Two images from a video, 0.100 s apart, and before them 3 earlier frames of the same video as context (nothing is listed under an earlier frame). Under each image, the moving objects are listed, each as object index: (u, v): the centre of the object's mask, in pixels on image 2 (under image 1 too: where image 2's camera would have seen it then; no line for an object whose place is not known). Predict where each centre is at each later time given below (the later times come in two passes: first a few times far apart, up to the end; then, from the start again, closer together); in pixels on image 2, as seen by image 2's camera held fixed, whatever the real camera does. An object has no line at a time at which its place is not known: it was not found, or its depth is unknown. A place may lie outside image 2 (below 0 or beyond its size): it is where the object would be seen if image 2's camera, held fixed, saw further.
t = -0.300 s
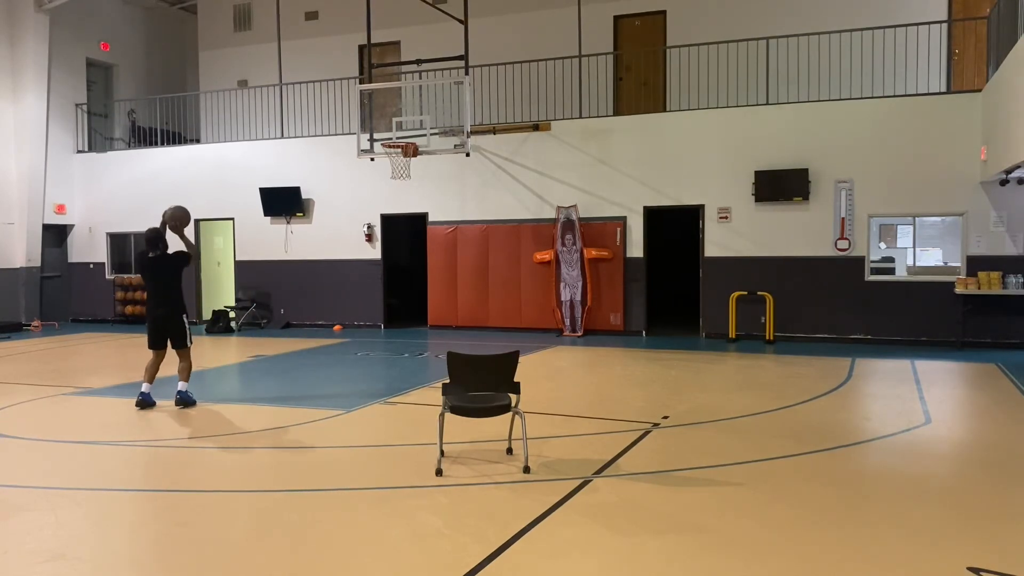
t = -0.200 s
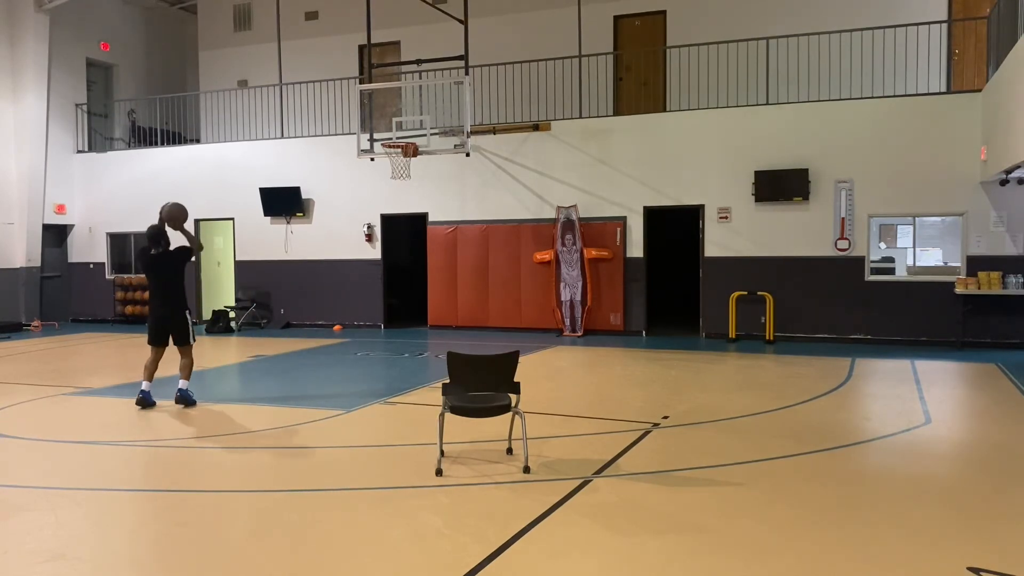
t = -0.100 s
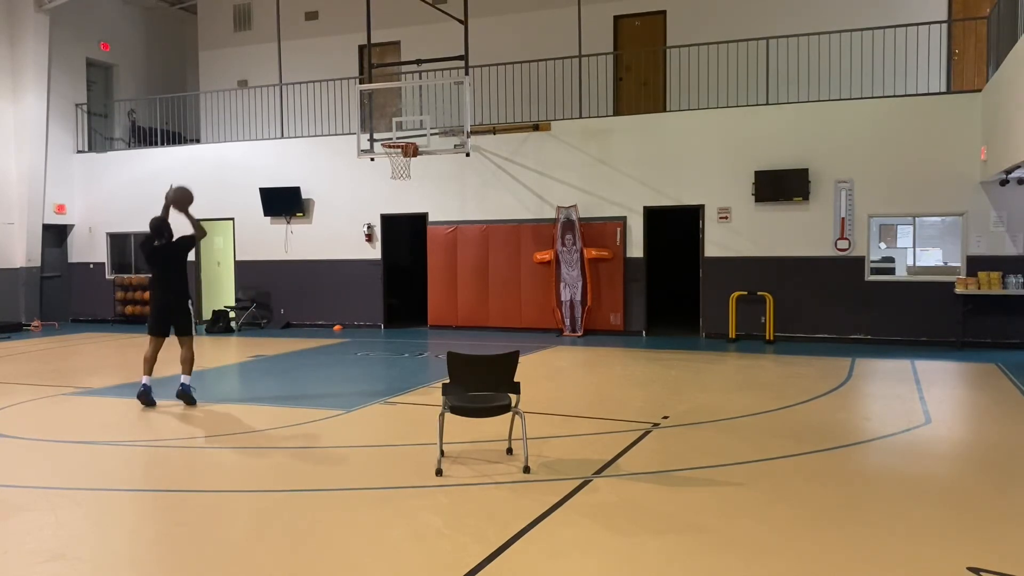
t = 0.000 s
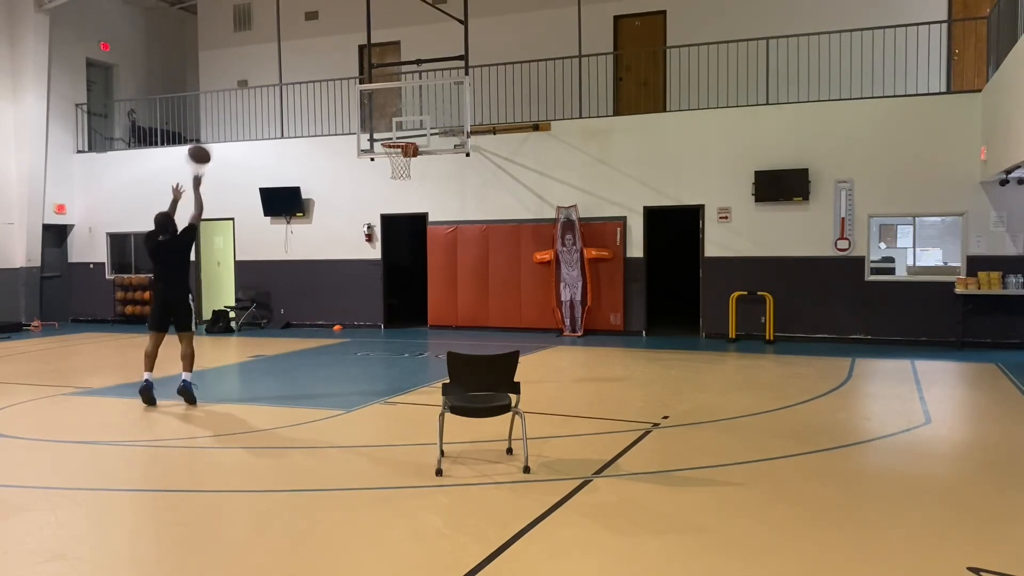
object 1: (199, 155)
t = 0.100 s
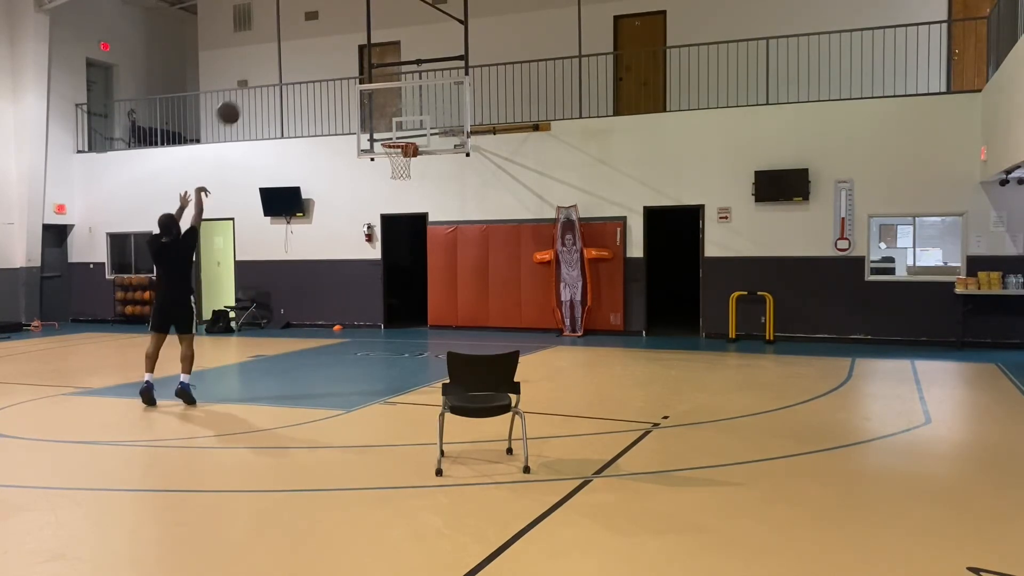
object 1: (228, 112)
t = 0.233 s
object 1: (263, 76)
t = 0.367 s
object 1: (295, 60)
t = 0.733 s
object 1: (367, 90)
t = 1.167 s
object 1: (399, 213)
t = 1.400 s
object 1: (394, 314)
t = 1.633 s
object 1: (378, 288)
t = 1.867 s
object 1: (358, 235)
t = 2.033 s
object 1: (343, 220)
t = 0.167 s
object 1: (246, 92)
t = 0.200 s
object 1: (255, 84)
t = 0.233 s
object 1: (263, 76)
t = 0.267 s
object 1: (271, 71)
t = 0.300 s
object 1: (279, 66)
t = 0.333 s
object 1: (287, 63)
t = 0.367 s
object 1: (295, 60)
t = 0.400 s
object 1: (302, 58)
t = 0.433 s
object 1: (310, 57)
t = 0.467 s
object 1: (317, 58)
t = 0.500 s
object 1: (324, 59)
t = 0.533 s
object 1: (330, 61)
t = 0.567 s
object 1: (337, 64)
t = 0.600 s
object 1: (343, 67)
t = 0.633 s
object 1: (349, 72)
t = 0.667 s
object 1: (356, 77)
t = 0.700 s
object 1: (361, 83)
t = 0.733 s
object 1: (367, 90)
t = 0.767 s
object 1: (373, 97)
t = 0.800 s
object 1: (379, 104)
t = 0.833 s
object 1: (384, 112)
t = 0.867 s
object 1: (390, 121)
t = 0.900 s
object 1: (395, 131)
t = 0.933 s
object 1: (400, 139)
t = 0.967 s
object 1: (403, 151)
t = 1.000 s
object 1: (403, 161)
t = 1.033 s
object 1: (403, 169)
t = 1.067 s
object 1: (401, 179)
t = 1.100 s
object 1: (401, 189)
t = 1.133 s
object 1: (400, 200)
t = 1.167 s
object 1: (399, 213)
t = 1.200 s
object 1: (398, 225)
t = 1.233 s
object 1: (398, 238)
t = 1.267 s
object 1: (397, 252)
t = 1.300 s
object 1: (396, 267)
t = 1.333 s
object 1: (396, 282)
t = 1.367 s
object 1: (395, 298)
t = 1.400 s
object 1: (394, 314)
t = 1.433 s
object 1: (393, 331)
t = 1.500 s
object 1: (391, 332)
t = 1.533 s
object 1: (387, 320)
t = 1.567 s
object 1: (384, 308)
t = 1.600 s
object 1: (382, 298)
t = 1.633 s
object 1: (378, 288)
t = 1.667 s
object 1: (375, 278)
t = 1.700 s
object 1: (373, 269)
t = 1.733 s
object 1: (371, 262)
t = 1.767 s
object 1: (367, 253)
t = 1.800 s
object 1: (364, 247)
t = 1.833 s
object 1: (361, 241)
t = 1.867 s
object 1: (358, 235)
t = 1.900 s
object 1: (355, 230)
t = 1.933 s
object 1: (352, 226)
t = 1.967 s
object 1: (349, 224)
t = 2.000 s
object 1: (346, 221)
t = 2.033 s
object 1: (343, 220)
